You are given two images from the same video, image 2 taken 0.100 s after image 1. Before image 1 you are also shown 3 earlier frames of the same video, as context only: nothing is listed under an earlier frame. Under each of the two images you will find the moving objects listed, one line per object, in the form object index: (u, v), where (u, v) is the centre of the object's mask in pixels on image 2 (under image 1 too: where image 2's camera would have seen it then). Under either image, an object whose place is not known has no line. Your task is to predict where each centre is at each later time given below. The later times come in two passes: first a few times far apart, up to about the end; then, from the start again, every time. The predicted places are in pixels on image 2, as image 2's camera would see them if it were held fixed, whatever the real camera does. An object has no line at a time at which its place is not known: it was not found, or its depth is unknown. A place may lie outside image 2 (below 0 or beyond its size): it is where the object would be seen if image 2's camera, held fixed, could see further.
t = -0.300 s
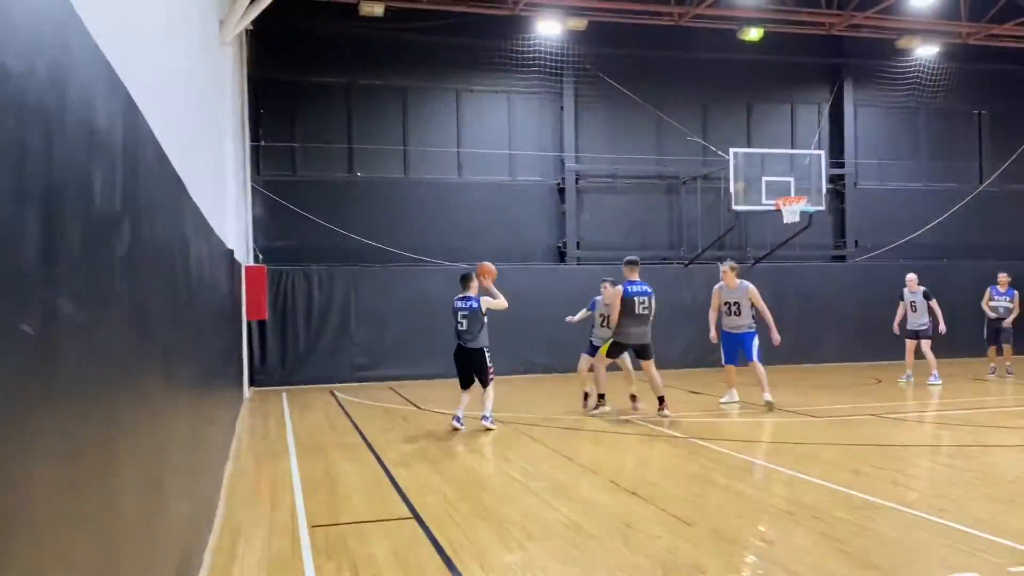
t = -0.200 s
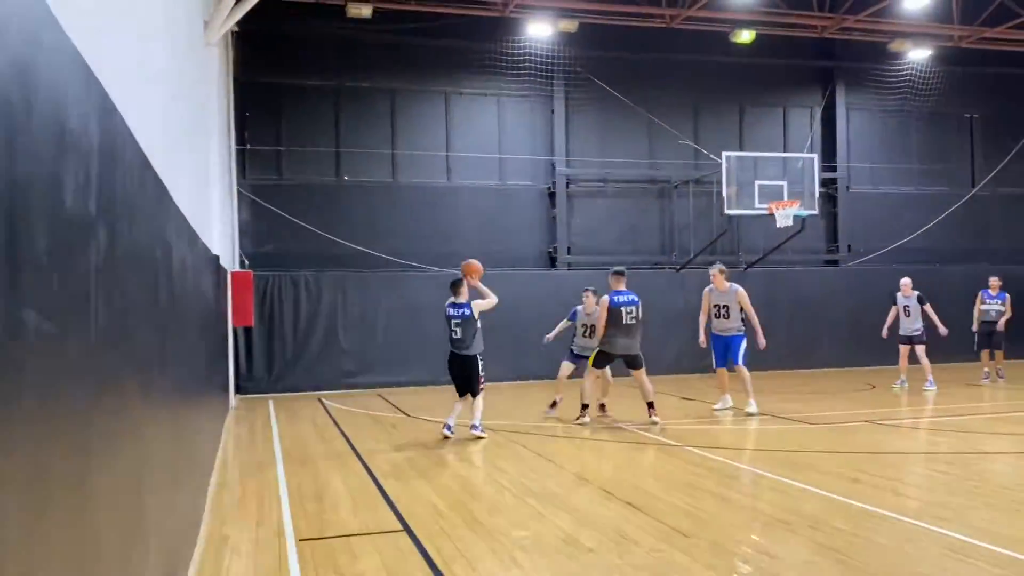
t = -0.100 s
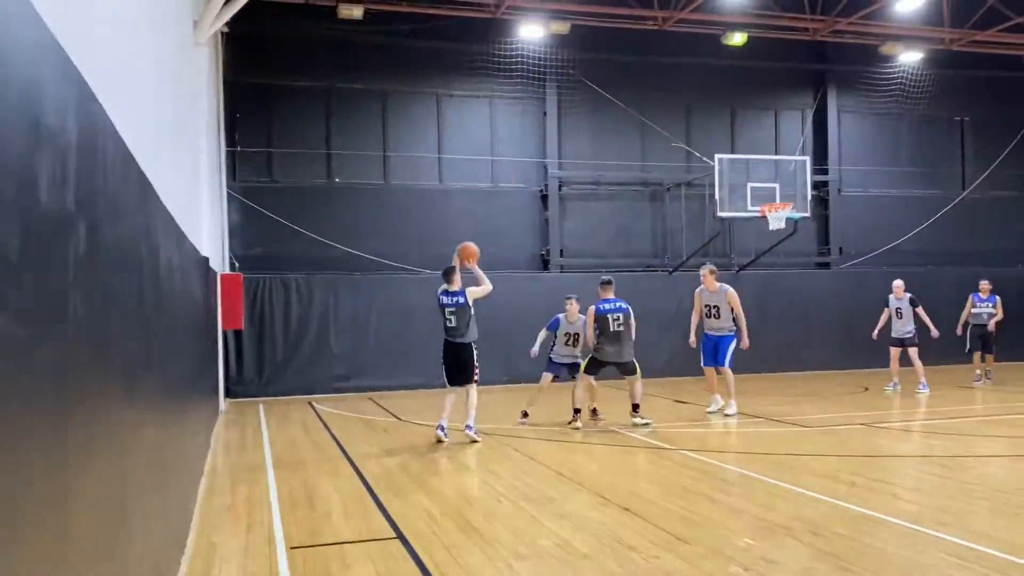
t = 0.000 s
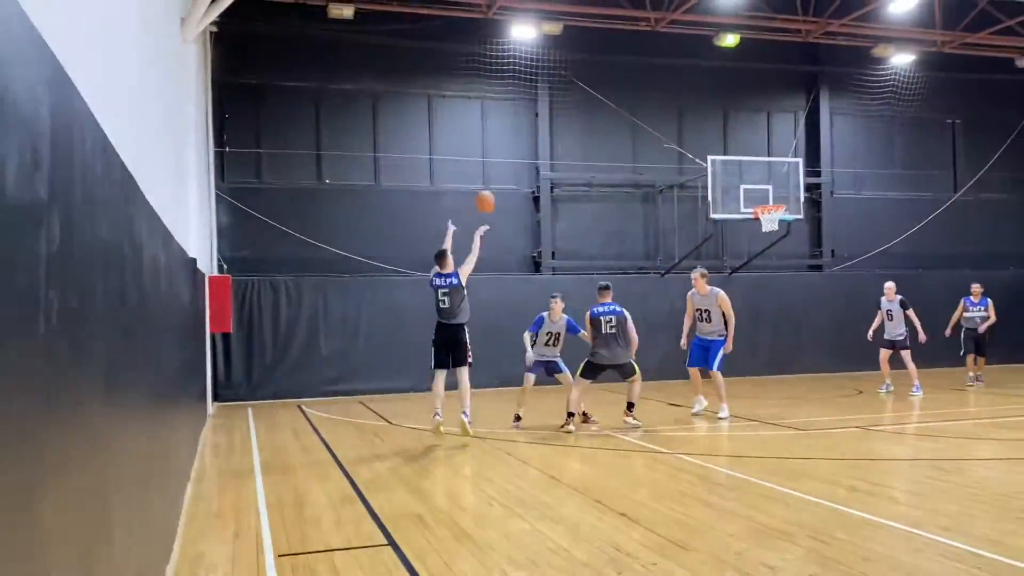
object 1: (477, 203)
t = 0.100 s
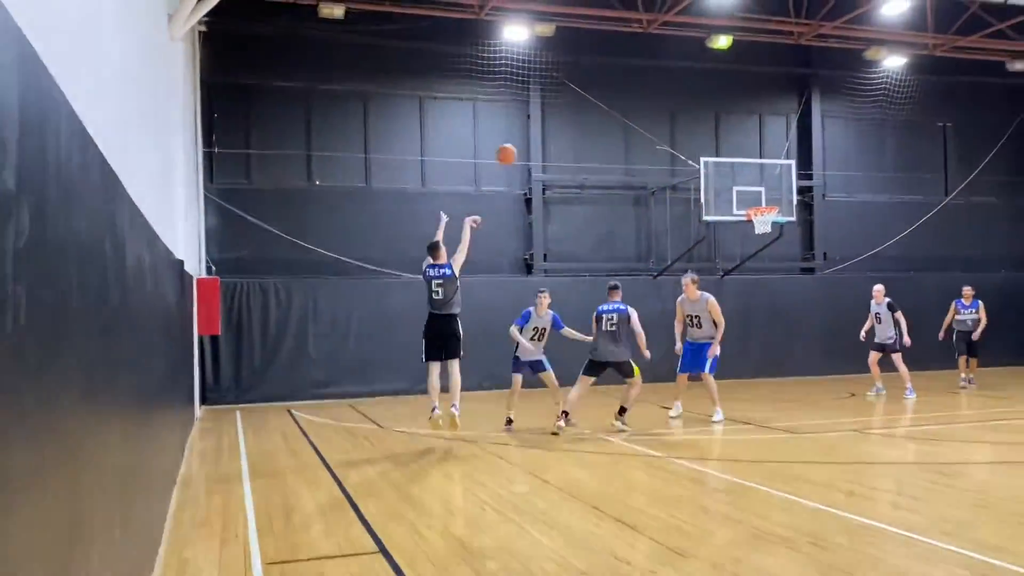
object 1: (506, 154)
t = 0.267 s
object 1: (552, 98)
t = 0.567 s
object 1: (621, 63)
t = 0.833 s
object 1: (672, 85)
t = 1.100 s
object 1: (717, 148)
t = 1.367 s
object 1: (741, 218)
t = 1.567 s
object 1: (745, 249)
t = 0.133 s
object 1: (516, 141)
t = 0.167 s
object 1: (526, 128)
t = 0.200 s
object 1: (535, 117)
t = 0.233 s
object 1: (544, 107)
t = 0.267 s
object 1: (552, 98)
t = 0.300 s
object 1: (561, 91)
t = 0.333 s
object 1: (569, 84)
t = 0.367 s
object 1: (576, 78)
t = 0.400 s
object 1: (585, 73)
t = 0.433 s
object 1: (592, 70)
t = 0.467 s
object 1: (600, 67)
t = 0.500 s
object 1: (607, 65)
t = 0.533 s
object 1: (614, 63)
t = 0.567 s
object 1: (621, 63)
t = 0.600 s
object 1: (628, 63)
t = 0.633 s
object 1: (635, 64)
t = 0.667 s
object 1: (641, 66)
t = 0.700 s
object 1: (648, 68)
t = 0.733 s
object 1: (654, 71)
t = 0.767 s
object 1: (660, 75)
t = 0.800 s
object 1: (666, 80)
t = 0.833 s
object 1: (672, 85)
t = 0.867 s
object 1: (678, 91)
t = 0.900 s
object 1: (684, 98)
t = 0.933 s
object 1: (689, 105)
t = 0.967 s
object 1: (695, 112)
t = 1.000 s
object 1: (700, 121)
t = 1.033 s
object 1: (705, 129)
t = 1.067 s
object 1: (711, 138)
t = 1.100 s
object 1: (717, 148)
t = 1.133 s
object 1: (722, 158)
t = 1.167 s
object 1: (728, 169)
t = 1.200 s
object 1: (732, 179)
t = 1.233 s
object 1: (736, 191)
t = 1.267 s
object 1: (741, 203)
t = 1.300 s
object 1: (742, 213)
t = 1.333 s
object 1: (741, 215)
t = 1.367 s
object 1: (741, 218)
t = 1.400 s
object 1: (742, 222)
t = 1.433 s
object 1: (742, 226)
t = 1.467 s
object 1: (743, 230)
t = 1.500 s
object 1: (744, 235)
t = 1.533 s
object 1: (745, 241)
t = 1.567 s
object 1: (745, 249)
